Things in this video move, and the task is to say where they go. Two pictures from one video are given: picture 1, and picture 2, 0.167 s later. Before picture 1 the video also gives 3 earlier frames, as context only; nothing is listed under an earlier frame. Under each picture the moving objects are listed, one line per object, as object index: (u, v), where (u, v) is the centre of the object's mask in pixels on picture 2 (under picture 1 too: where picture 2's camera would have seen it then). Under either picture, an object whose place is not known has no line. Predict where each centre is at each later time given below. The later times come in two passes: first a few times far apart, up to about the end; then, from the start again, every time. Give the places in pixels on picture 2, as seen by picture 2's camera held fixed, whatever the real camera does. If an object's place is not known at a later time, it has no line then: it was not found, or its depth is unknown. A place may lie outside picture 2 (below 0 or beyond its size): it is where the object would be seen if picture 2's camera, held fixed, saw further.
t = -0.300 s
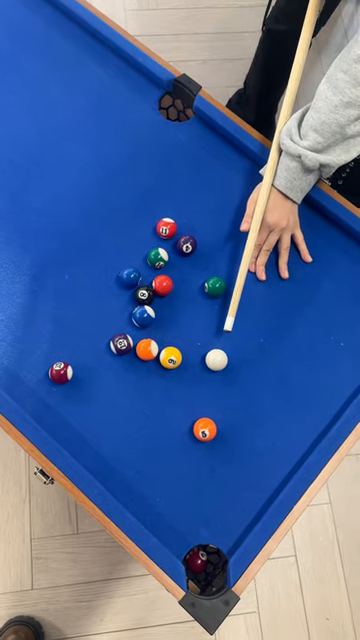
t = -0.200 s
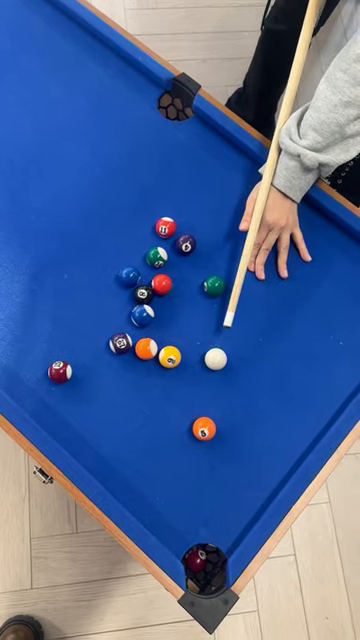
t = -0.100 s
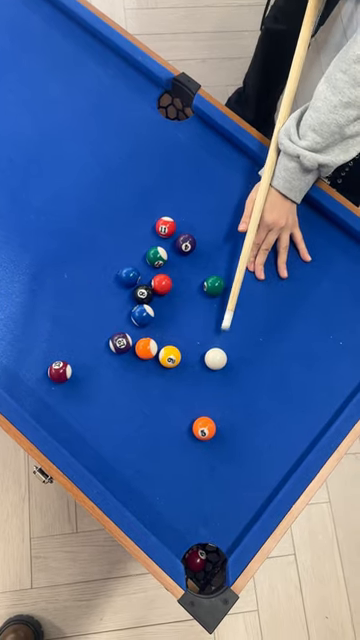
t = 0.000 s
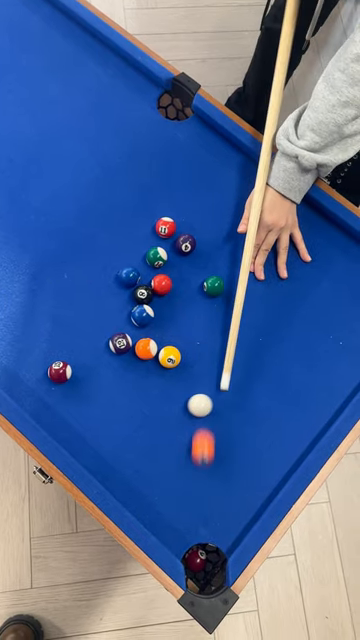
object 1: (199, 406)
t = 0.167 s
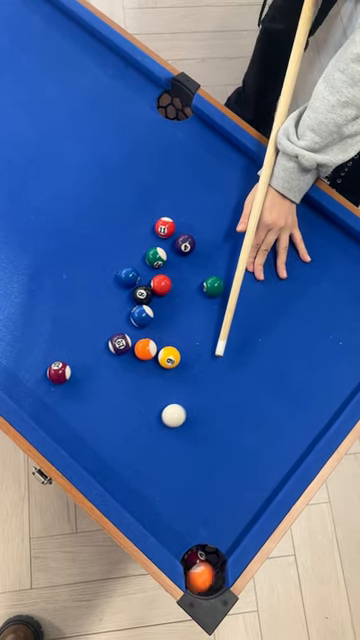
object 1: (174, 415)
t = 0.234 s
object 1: (165, 419)
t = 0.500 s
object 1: (136, 433)
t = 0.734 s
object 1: (119, 441)
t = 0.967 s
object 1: (109, 443)
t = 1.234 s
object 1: (106, 443)
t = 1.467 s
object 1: (106, 443)
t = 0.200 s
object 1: (169, 417)
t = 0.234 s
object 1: (165, 419)
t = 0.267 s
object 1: (161, 421)
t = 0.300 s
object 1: (157, 423)
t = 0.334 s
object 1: (153, 425)
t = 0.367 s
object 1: (149, 426)
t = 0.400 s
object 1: (145, 428)
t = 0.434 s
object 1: (142, 430)
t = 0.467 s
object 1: (139, 432)
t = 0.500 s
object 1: (136, 433)
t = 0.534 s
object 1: (133, 435)
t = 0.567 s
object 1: (130, 436)
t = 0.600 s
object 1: (128, 437)
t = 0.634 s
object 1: (125, 438)
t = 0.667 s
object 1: (123, 439)
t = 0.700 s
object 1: (121, 440)
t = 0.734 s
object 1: (119, 441)
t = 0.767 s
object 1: (117, 441)
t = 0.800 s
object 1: (115, 442)
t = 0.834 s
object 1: (113, 442)
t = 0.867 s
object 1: (112, 443)
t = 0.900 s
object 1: (111, 443)
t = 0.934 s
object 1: (109, 443)
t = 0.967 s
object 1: (109, 443)
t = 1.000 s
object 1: (108, 443)
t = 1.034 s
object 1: (107, 444)
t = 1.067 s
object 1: (107, 443)
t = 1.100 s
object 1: (106, 443)
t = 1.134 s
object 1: (106, 443)
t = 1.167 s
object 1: (106, 443)
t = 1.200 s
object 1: (106, 443)
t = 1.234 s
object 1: (106, 443)
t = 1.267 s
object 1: (106, 443)
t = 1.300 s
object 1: (106, 443)
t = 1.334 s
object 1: (106, 443)
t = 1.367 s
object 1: (106, 443)
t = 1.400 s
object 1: (106, 443)
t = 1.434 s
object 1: (106, 443)
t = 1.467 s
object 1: (106, 443)
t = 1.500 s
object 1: (106, 443)
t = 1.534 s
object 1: (106, 443)
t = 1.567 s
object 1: (106, 443)
